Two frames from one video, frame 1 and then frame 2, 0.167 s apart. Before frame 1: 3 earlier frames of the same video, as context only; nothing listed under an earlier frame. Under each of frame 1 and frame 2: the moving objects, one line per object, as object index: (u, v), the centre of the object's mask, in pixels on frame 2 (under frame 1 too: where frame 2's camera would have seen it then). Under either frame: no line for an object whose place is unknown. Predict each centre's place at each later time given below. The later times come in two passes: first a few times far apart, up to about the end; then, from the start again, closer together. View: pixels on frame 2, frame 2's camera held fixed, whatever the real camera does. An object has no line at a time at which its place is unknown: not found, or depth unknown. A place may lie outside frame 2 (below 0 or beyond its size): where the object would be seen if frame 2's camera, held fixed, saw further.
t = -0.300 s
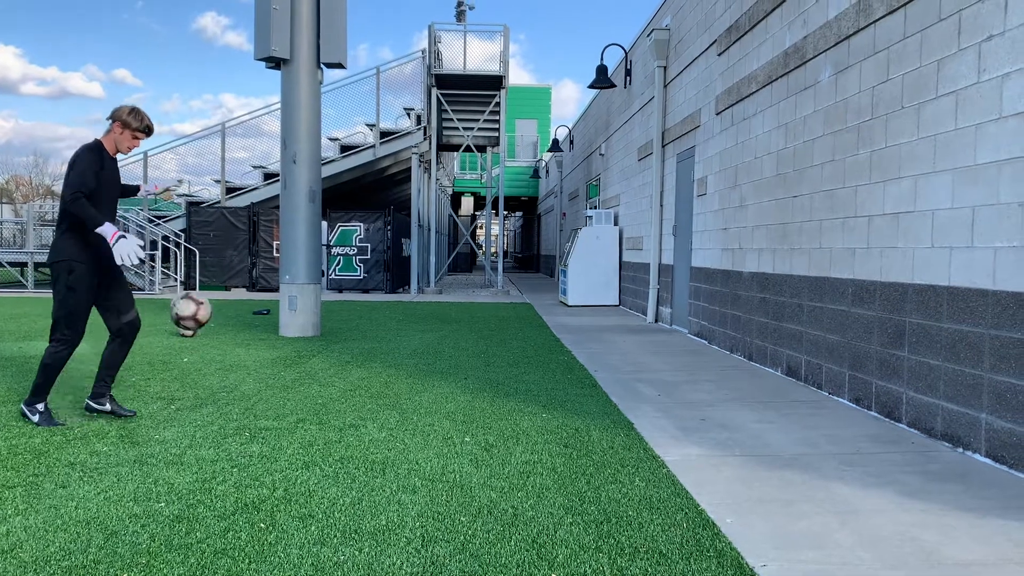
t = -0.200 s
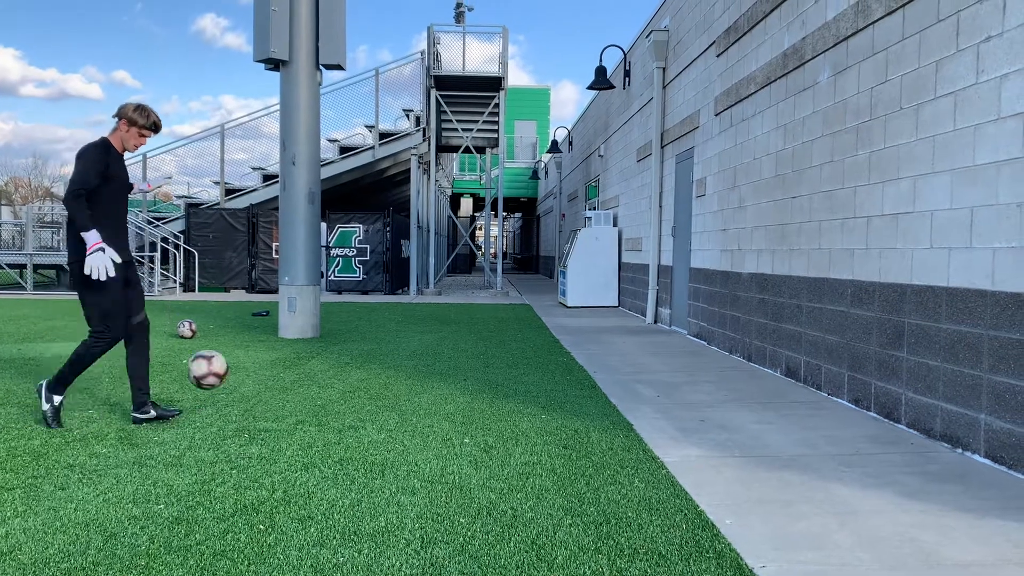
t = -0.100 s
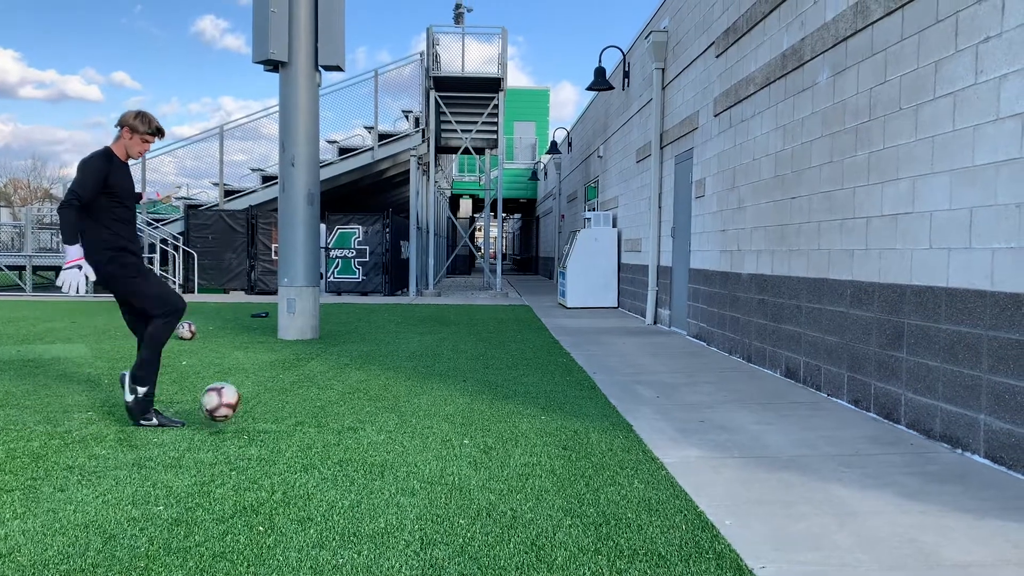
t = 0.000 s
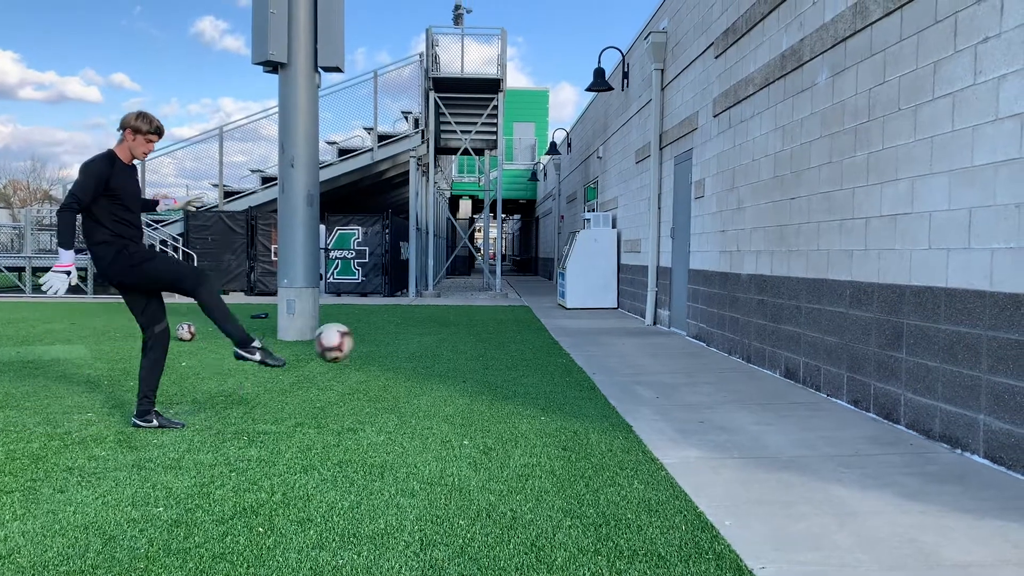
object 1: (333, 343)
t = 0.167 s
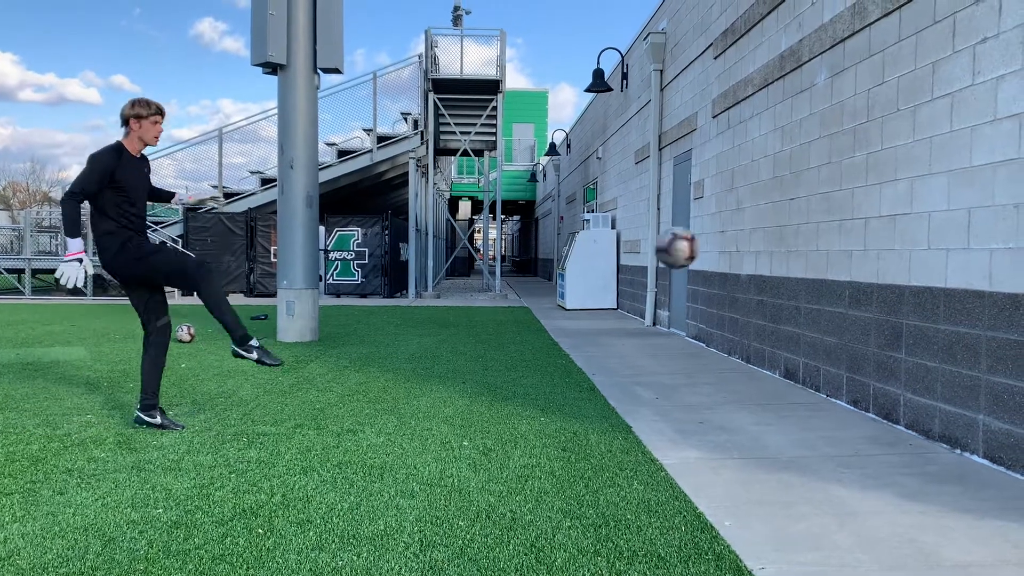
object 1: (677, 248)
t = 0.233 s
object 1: (825, 221)
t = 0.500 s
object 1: (643, 220)
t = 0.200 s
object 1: (751, 234)
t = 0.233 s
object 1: (825, 221)
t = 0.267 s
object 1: (902, 210)
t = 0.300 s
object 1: (975, 202)
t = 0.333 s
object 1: (921, 198)
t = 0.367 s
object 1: (868, 198)
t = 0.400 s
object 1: (813, 200)
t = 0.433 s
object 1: (757, 204)
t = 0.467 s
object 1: (700, 210)
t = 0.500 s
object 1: (643, 220)
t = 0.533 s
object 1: (586, 230)
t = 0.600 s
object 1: (471, 258)
